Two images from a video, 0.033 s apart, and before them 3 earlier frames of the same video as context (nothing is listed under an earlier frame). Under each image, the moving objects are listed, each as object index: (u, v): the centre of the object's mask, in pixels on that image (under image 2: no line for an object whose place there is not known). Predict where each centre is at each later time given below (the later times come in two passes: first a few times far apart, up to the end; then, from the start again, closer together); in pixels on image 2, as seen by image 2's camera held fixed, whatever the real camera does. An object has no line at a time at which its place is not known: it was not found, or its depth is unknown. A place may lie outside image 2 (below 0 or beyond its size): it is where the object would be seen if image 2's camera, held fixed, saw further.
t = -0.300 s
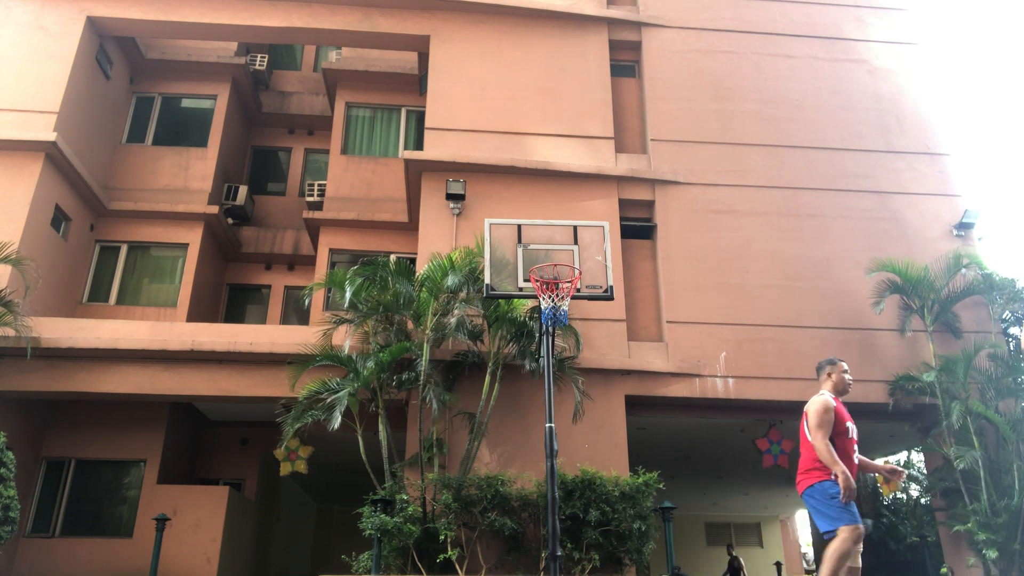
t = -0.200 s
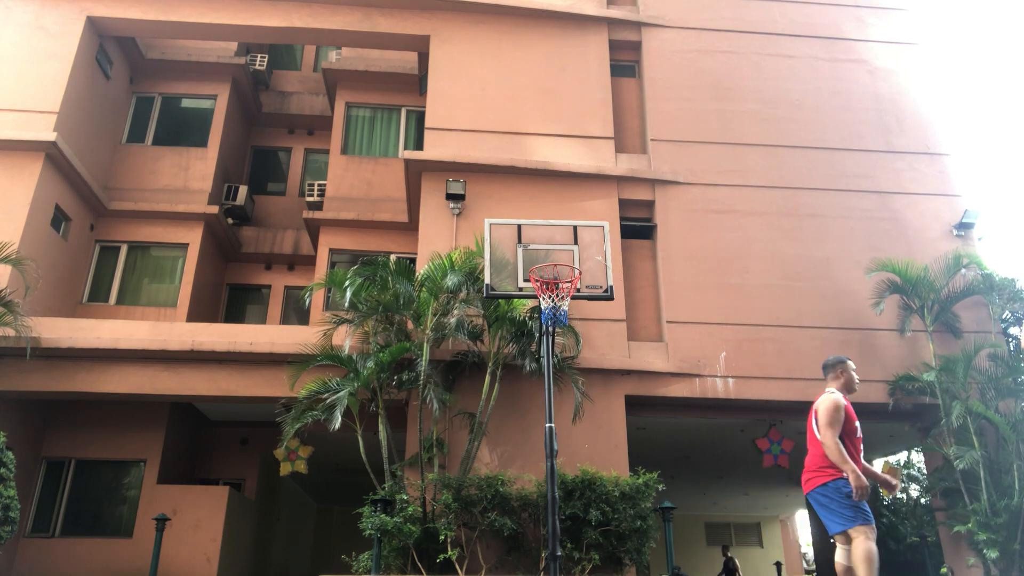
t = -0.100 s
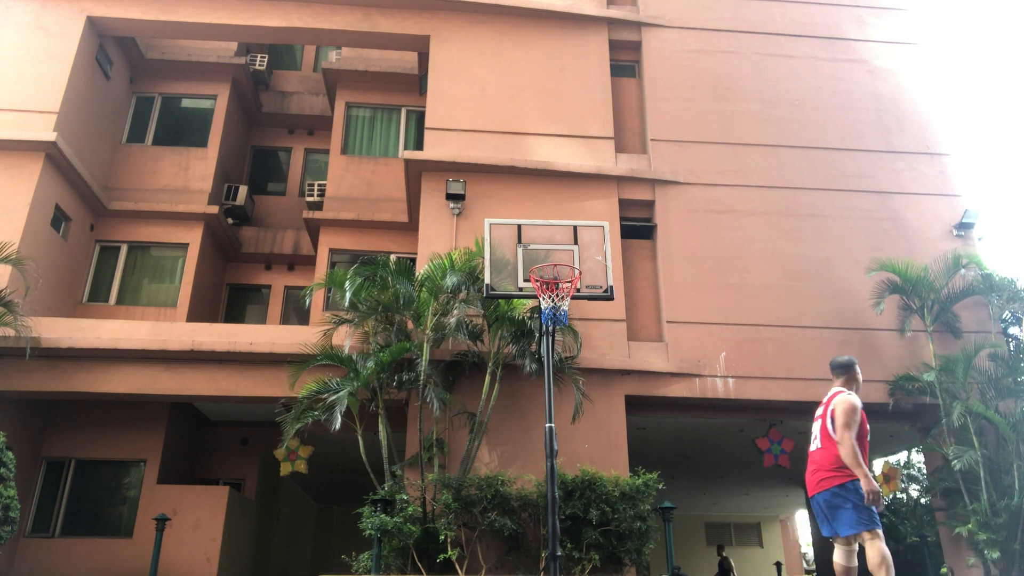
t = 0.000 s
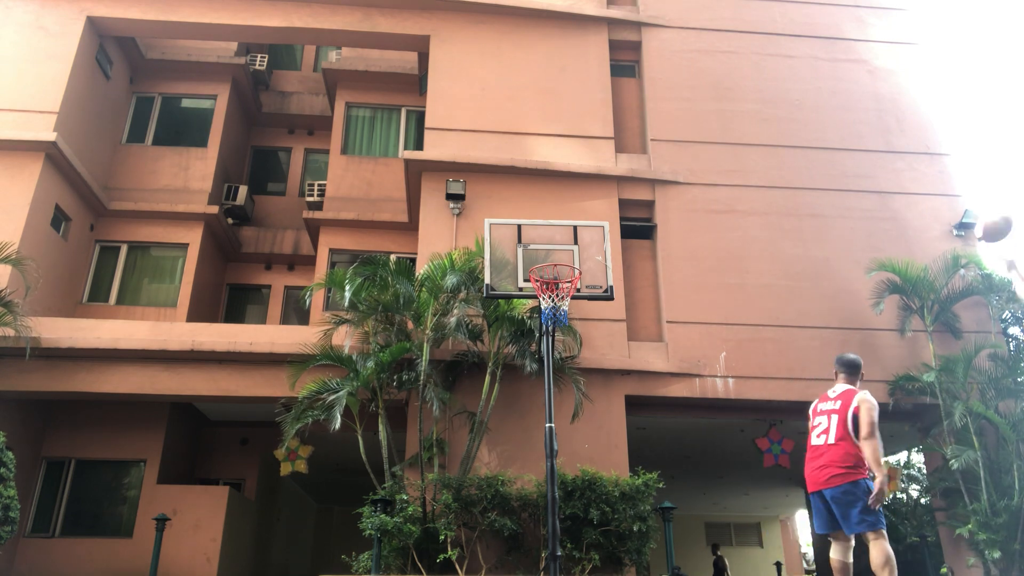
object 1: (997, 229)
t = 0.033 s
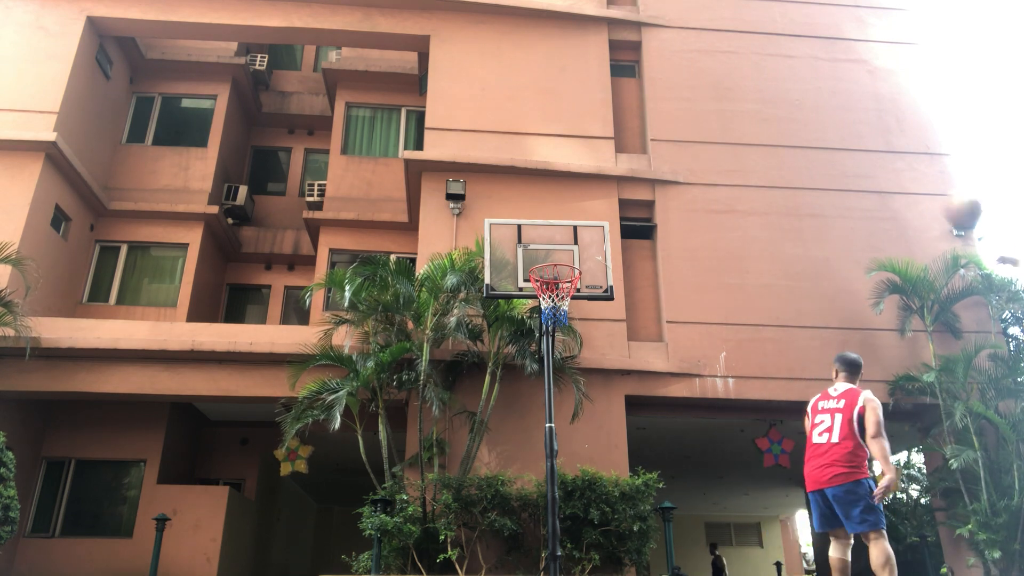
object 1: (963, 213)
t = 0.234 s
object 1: (822, 153)
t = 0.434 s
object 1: (717, 151)
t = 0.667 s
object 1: (625, 194)
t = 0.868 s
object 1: (557, 261)
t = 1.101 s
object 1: (560, 266)
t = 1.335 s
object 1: (558, 297)
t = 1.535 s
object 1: (553, 347)
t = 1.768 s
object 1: (547, 445)
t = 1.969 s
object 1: (536, 525)
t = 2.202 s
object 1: (514, 565)
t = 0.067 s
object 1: (937, 195)
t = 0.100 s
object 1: (911, 182)
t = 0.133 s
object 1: (887, 172)
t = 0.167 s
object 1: (864, 164)
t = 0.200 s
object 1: (842, 158)
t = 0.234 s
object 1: (822, 153)
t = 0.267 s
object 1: (802, 149)
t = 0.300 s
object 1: (784, 147)
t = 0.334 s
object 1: (766, 147)
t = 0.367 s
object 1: (749, 147)
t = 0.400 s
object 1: (733, 148)
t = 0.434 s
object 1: (717, 151)
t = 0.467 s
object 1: (703, 155)
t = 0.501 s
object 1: (689, 159)
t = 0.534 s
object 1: (676, 164)
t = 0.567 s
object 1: (662, 170)
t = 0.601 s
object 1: (649, 178)
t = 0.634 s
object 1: (637, 186)
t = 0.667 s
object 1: (625, 194)
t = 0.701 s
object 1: (613, 204)
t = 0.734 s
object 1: (601, 214)
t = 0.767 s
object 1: (589, 226)
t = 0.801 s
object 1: (577, 238)
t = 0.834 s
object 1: (567, 251)
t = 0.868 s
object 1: (557, 261)
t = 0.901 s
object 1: (549, 276)
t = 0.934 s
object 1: (551, 278)
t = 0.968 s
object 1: (552, 281)
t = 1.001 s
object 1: (556, 278)
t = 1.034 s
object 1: (559, 274)
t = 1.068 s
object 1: (561, 270)
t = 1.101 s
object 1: (560, 266)
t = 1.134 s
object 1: (561, 272)
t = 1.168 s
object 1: (561, 274)
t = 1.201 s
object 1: (562, 279)
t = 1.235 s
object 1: (561, 283)
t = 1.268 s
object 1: (560, 287)
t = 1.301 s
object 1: (558, 292)
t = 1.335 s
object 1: (558, 297)
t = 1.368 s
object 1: (560, 300)
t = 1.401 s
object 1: (558, 319)
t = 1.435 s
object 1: (556, 325)
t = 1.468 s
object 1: (555, 330)
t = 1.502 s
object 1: (554, 338)
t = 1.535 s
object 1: (553, 347)
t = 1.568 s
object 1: (553, 357)
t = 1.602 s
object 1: (552, 369)
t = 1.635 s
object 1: (551, 382)
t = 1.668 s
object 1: (550, 396)
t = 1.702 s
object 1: (549, 411)
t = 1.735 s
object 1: (548, 427)
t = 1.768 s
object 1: (547, 445)
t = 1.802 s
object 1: (545, 464)
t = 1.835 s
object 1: (545, 478)
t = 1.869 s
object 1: (542, 487)
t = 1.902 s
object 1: (540, 499)
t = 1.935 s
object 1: (538, 511)
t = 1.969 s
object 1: (536, 525)
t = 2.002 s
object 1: (534, 540)
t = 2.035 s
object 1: (532, 557)
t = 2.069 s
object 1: (529, 568)
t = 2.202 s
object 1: (514, 565)
